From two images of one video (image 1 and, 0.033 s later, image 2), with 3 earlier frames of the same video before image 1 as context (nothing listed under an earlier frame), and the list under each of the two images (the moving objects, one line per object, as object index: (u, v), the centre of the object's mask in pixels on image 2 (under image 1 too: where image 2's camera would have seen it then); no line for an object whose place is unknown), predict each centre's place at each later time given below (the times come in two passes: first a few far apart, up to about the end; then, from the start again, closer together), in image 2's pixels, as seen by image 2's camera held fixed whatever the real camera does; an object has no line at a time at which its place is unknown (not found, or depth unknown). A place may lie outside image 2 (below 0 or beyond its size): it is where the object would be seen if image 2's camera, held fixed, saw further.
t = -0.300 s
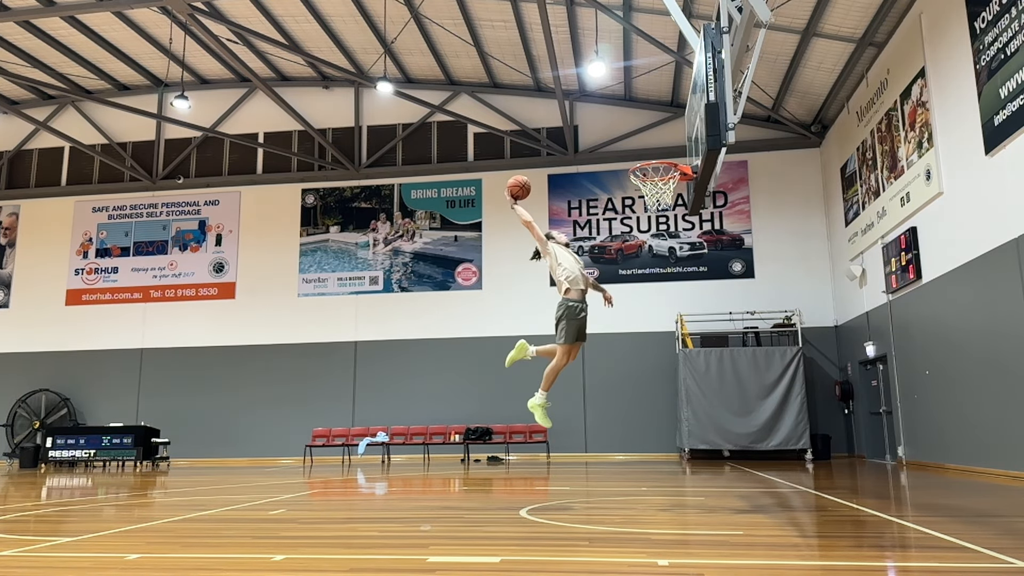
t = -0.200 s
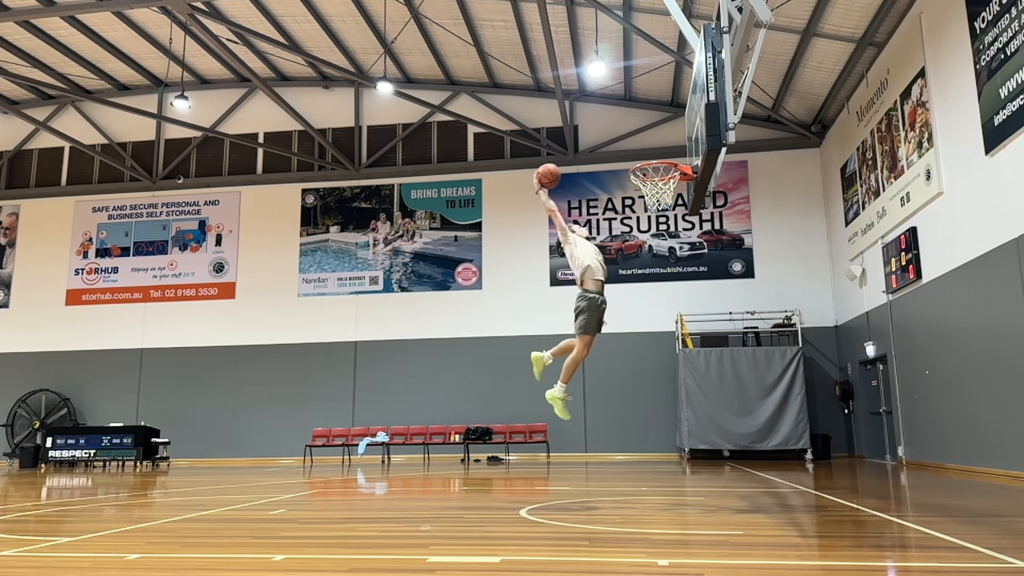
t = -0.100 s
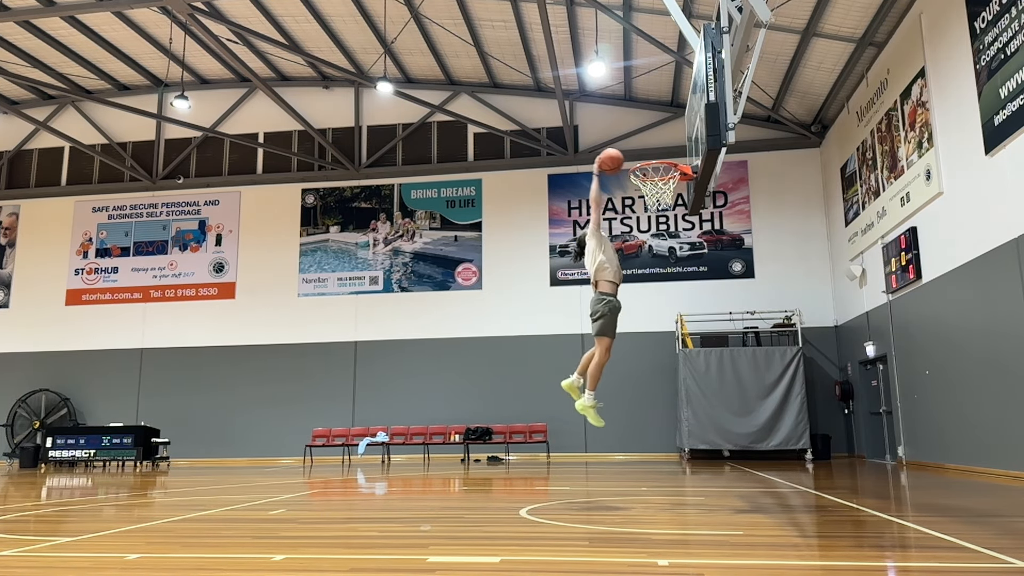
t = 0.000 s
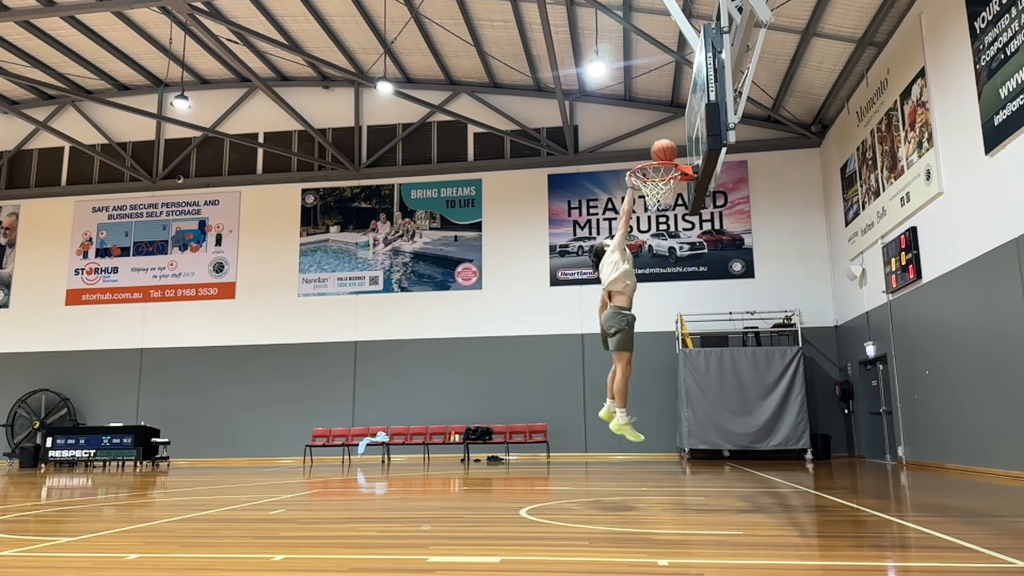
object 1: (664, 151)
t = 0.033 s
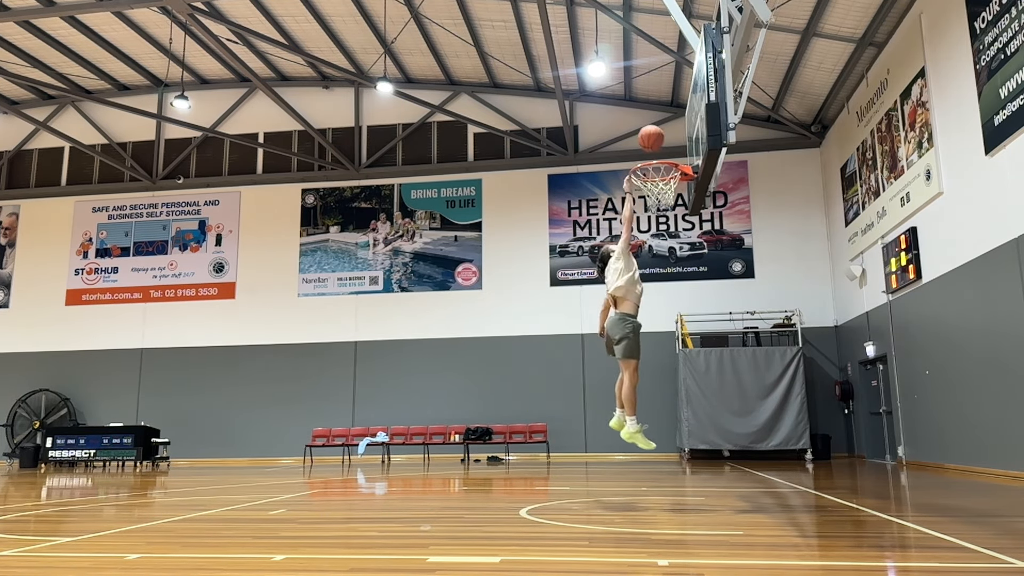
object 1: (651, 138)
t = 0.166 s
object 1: (601, 94)
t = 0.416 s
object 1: (518, 60)
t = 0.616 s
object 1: (457, 75)
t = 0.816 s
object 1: (399, 123)
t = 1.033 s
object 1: (339, 210)
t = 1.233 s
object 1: (283, 322)
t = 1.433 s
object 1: (224, 470)
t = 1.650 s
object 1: (209, 397)
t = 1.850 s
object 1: (200, 335)
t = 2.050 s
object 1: (191, 309)
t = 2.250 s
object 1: (179, 318)
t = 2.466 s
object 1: (164, 363)
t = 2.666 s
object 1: (148, 440)
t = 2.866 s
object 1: (137, 452)
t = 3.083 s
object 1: (128, 403)
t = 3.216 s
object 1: (122, 393)
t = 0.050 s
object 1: (644, 131)
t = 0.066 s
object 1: (638, 125)
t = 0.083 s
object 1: (631, 119)
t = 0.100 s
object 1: (625, 113)
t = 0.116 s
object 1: (619, 108)
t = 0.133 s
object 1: (613, 103)
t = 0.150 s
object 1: (607, 98)
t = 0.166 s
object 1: (601, 94)
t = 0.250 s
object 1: (571, 76)
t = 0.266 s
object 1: (566, 73)
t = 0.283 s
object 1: (561, 71)
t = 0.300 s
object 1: (555, 68)
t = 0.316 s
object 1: (549, 66)
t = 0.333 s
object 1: (544, 65)
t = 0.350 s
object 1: (538, 63)
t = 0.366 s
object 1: (533, 62)
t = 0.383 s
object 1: (528, 61)
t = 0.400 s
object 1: (523, 60)
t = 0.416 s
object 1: (518, 60)
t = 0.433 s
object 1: (512, 60)
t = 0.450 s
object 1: (507, 60)
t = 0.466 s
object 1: (502, 60)
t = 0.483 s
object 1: (496, 61)
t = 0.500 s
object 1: (491, 62)
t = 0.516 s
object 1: (486, 63)
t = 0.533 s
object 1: (482, 65)
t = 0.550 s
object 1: (476, 66)
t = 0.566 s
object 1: (471, 68)
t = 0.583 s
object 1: (467, 70)
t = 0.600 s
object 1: (461, 72)
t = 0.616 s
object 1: (457, 75)
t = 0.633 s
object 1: (451, 77)
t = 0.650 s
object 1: (447, 80)
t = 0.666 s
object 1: (442, 83)
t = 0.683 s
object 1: (437, 87)
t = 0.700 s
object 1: (432, 91)
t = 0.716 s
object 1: (427, 94)
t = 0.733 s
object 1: (423, 99)
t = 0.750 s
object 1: (418, 103)
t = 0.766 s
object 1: (413, 107)
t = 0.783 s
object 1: (409, 112)
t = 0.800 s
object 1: (404, 117)
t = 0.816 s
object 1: (399, 123)
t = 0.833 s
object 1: (394, 128)
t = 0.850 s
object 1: (390, 133)
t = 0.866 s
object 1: (385, 139)
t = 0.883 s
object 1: (381, 145)
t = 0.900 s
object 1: (376, 151)
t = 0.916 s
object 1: (372, 158)
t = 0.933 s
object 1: (367, 165)
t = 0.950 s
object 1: (363, 171)
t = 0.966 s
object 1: (358, 179)
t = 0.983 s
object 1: (353, 187)
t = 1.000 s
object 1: (349, 194)
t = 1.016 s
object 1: (344, 201)
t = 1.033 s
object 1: (339, 210)
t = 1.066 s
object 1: (331, 225)
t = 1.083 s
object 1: (326, 234)
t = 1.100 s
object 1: (321, 243)
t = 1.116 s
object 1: (317, 252)
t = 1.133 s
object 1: (312, 261)
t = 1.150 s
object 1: (307, 271)
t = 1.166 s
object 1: (303, 281)
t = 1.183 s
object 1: (298, 291)
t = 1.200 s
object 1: (293, 301)
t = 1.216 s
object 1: (288, 312)
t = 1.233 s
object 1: (283, 322)
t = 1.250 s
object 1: (278, 333)
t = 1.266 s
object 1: (274, 345)
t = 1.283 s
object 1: (269, 355)
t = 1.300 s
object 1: (264, 367)
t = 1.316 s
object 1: (259, 379)
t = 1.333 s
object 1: (254, 391)
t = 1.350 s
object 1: (249, 403)
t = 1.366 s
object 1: (244, 416)
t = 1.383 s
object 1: (239, 429)
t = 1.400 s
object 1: (234, 442)
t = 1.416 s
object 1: (229, 456)
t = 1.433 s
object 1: (224, 470)
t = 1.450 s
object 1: (219, 483)
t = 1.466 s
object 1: (216, 492)
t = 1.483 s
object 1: (215, 482)
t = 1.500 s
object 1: (214, 472)
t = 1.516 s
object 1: (214, 462)
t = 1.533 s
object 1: (213, 453)
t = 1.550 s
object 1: (212, 444)
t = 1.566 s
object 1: (212, 435)
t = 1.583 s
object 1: (212, 427)
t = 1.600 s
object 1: (211, 419)
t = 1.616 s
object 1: (210, 411)
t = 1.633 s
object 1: (210, 404)
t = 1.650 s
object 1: (209, 397)
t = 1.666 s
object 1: (208, 390)
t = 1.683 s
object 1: (208, 384)
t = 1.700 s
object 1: (207, 378)
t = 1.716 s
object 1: (207, 372)
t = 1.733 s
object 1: (205, 366)
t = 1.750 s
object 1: (205, 361)
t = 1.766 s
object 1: (204, 356)
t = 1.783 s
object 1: (204, 352)
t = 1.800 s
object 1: (203, 347)
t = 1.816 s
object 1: (202, 343)
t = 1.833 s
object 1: (201, 339)
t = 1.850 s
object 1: (200, 335)
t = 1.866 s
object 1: (200, 332)
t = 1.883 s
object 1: (199, 329)
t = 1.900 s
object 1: (198, 325)
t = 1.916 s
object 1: (197, 322)
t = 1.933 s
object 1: (197, 320)
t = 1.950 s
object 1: (196, 318)
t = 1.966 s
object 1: (195, 316)
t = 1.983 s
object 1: (194, 314)
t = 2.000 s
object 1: (193, 313)
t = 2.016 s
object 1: (192, 312)
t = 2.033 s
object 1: (192, 310)
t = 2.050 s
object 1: (191, 309)
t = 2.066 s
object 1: (190, 308)
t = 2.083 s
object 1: (189, 308)
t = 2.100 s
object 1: (188, 308)
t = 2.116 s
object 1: (187, 308)
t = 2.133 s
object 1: (186, 308)
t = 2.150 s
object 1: (185, 309)
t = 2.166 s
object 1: (184, 310)
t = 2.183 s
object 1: (183, 311)
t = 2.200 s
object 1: (182, 312)
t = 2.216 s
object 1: (181, 315)
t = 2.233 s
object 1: (180, 316)
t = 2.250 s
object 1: (179, 318)
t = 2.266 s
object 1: (178, 320)
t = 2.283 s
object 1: (177, 322)
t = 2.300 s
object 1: (175, 325)
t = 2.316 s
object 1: (175, 328)
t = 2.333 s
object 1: (173, 331)
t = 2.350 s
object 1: (172, 334)
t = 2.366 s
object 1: (171, 337)
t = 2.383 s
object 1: (170, 341)
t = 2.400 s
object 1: (169, 345)
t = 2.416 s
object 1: (168, 349)
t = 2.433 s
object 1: (167, 354)
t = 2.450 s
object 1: (165, 358)
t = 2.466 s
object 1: (164, 363)
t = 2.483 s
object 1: (163, 368)
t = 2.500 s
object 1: (162, 373)
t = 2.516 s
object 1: (160, 379)
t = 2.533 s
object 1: (159, 385)
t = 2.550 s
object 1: (158, 391)
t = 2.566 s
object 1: (157, 397)
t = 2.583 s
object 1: (156, 403)
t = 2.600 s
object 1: (154, 410)
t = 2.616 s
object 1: (153, 417)
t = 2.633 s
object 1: (151, 425)
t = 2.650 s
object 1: (150, 432)
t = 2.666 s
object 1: (148, 440)
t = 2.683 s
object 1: (147, 448)
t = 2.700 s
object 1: (145, 456)
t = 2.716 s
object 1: (144, 464)
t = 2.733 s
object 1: (143, 473)
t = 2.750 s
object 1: (142, 482)
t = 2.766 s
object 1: (140, 488)
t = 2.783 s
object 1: (139, 482)
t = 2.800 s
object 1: (139, 476)
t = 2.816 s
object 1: (139, 469)
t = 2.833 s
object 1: (138, 463)
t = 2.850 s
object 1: (138, 458)
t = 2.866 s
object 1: (137, 452)
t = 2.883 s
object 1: (136, 447)
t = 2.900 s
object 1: (136, 442)
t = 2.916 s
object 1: (135, 437)
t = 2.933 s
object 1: (134, 432)
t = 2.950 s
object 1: (134, 428)
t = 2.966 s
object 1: (133, 424)
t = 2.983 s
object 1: (133, 420)
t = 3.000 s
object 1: (132, 417)
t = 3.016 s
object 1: (131, 414)
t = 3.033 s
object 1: (131, 411)
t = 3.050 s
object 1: (130, 408)
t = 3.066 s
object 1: (129, 405)
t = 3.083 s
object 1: (128, 403)
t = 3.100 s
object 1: (128, 401)
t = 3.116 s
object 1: (127, 399)
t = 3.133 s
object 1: (126, 398)
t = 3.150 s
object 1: (125, 396)
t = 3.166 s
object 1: (125, 395)
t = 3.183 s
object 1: (124, 394)
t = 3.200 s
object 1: (123, 394)
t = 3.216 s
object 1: (122, 393)
